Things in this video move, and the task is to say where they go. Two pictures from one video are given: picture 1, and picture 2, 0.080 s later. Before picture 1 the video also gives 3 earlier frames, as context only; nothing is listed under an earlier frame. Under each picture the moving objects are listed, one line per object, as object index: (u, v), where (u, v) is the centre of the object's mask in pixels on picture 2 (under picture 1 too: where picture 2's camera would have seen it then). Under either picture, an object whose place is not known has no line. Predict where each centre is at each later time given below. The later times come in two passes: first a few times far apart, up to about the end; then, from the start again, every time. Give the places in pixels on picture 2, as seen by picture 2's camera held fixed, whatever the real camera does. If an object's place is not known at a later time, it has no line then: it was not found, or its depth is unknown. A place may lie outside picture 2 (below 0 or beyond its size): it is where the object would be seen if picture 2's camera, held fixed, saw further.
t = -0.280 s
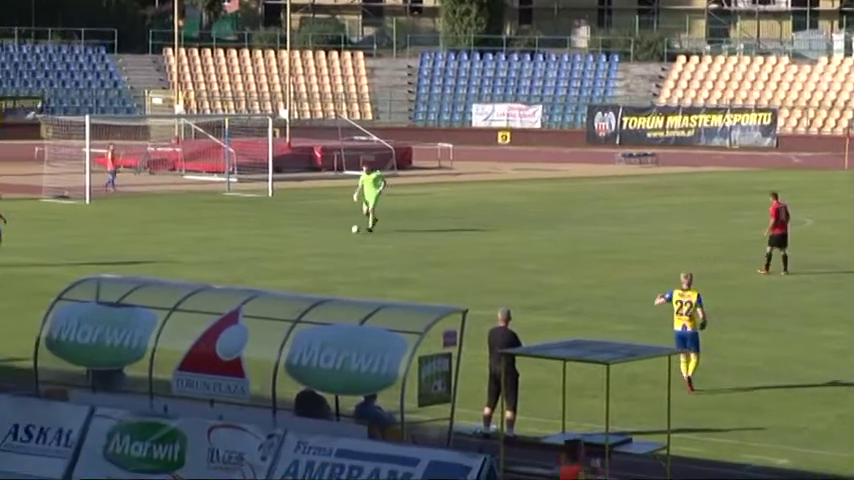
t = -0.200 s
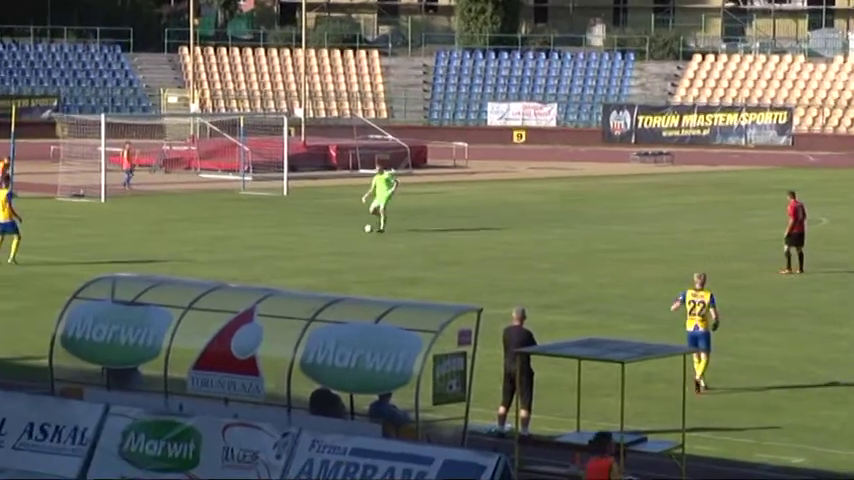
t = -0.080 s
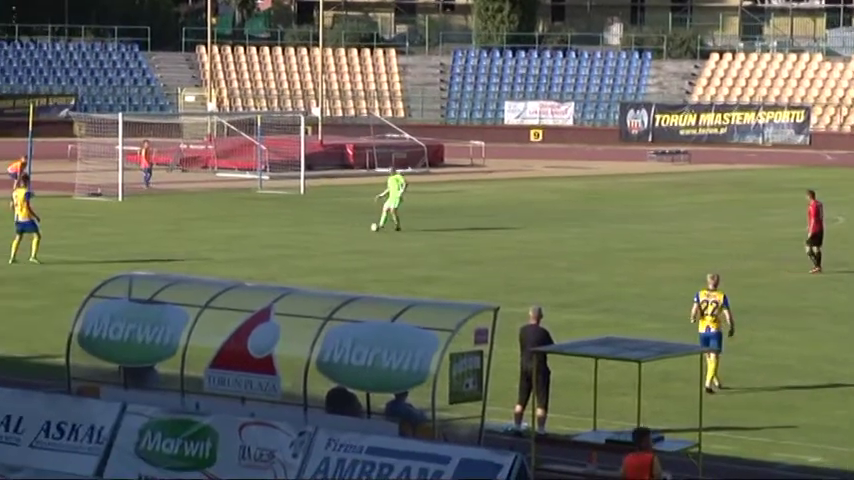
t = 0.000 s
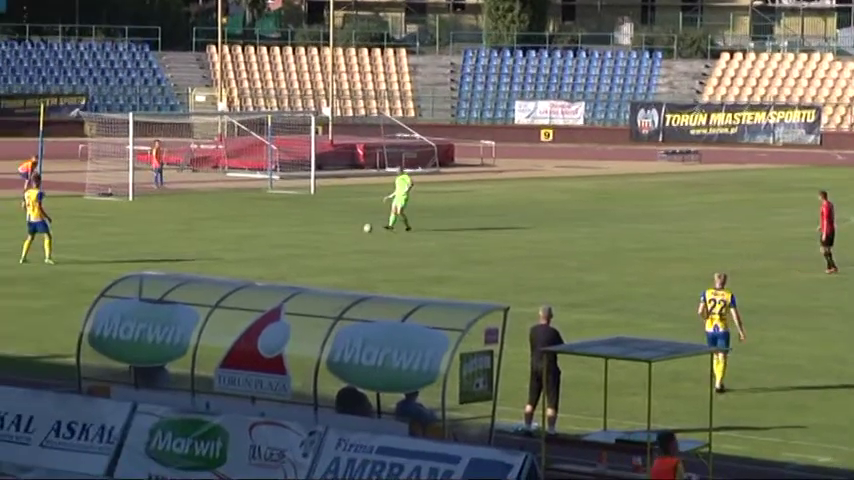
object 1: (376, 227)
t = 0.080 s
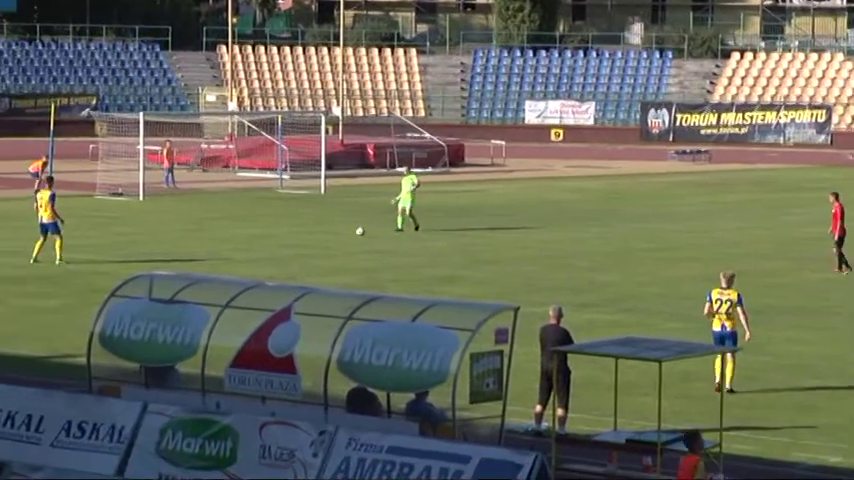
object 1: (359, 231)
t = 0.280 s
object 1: (318, 237)
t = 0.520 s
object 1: (274, 245)
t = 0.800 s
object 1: (231, 252)
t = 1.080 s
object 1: (194, 258)
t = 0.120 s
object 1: (350, 233)
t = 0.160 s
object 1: (342, 234)
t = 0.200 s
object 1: (334, 234)
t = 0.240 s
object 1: (326, 236)
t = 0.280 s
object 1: (318, 237)
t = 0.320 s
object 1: (310, 239)
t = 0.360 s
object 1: (303, 240)
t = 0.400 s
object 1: (295, 241)
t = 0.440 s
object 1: (288, 243)
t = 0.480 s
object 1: (281, 244)
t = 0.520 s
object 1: (274, 245)
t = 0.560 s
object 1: (267, 246)
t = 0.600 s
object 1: (261, 247)
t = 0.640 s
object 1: (254, 248)
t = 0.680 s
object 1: (248, 248)
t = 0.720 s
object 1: (243, 249)
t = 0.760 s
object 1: (236, 251)
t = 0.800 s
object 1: (231, 252)
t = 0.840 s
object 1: (226, 252)
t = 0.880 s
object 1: (220, 253)
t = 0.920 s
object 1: (215, 255)
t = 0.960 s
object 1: (210, 256)
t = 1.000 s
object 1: (204, 256)
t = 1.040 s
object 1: (199, 257)
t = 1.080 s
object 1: (194, 258)
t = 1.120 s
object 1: (189, 259)
